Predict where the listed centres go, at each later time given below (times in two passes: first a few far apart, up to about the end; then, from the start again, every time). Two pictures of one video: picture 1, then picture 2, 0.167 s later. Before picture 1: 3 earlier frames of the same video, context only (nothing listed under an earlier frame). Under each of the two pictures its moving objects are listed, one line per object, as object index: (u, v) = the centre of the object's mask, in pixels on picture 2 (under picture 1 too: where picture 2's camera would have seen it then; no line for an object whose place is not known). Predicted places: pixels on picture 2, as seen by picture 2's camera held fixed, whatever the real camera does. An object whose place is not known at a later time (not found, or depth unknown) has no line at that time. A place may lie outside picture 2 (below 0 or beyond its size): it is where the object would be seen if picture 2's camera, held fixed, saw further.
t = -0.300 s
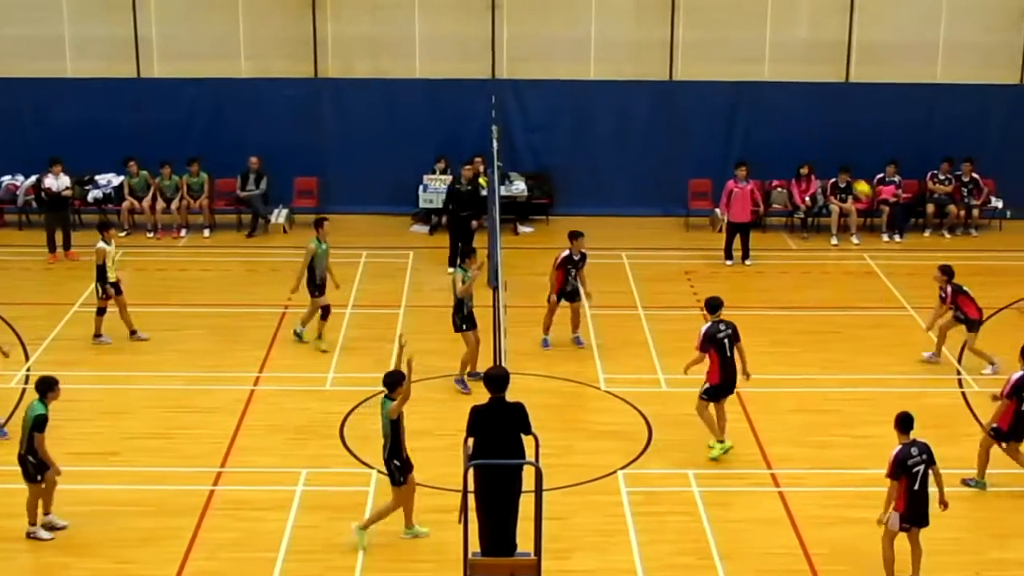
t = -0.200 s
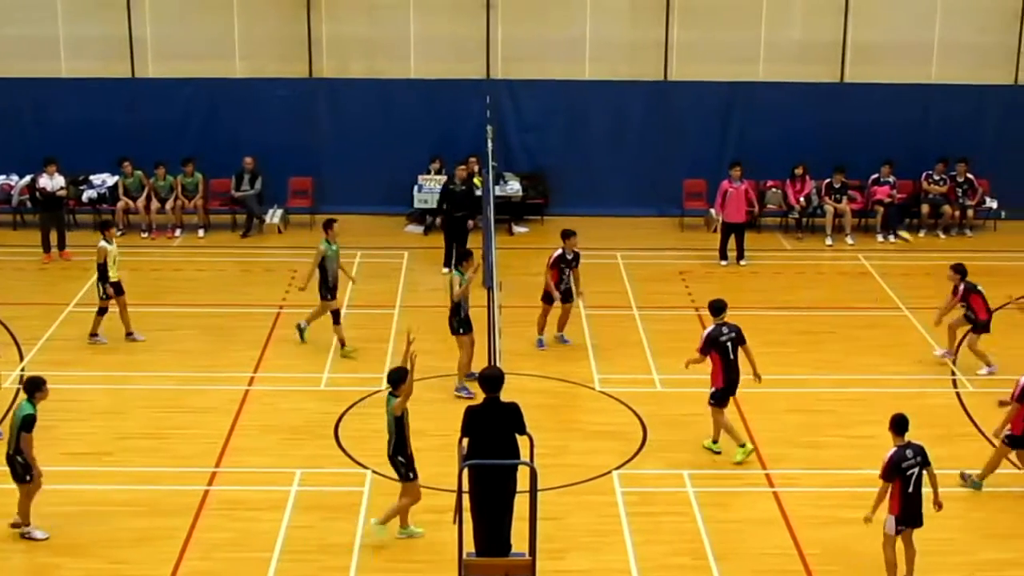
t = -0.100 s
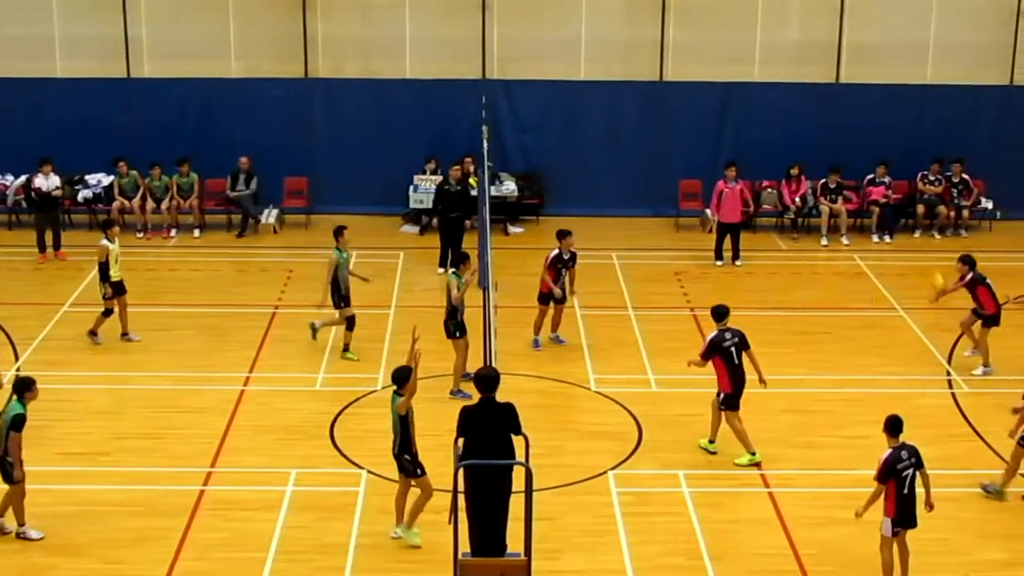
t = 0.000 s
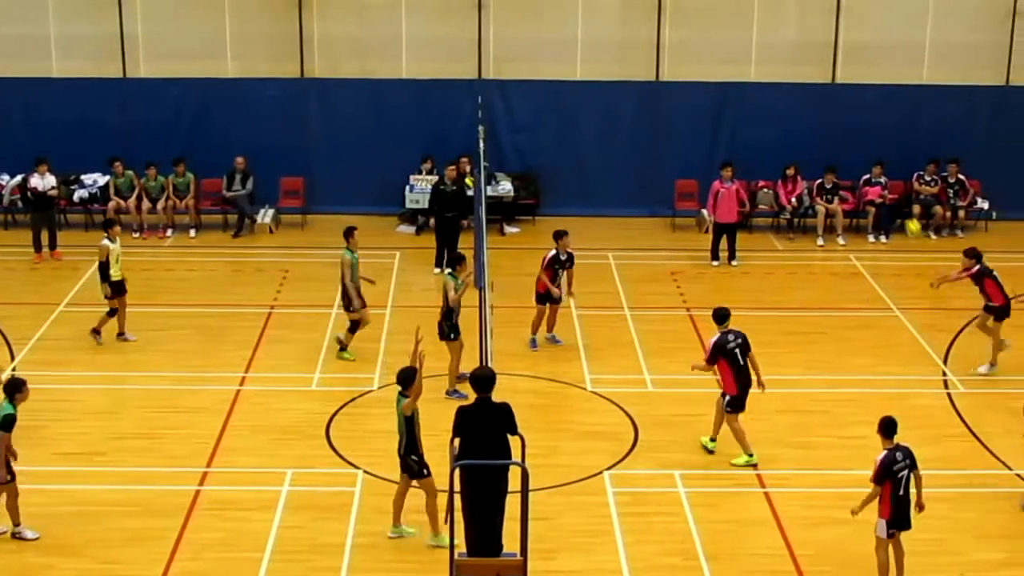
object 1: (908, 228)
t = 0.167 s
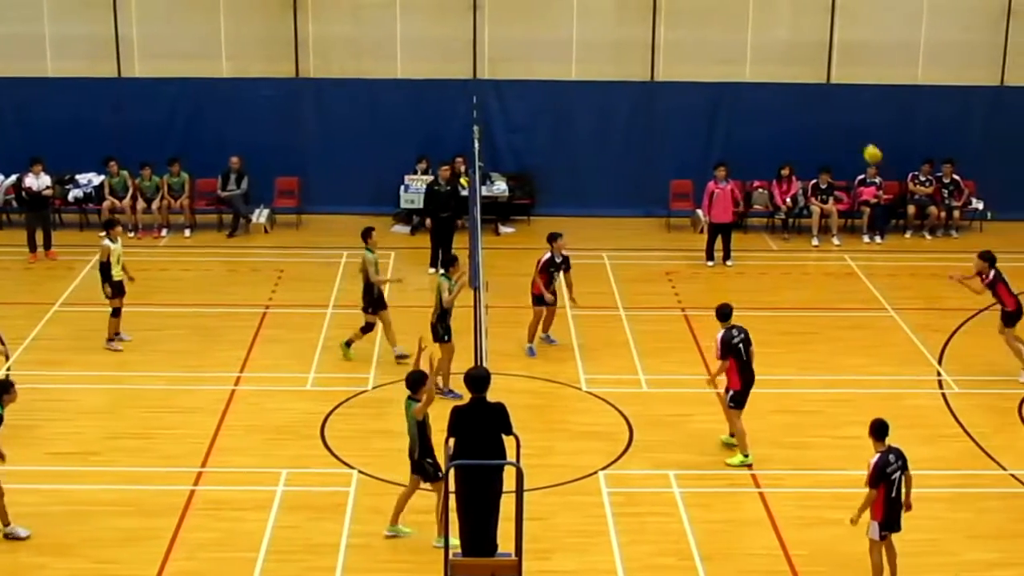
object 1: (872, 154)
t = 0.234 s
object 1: (857, 130)
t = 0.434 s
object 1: (814, 79)
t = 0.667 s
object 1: (759, 58)
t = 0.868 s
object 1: (713, 75)
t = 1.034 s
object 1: (675, 111)
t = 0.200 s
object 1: (865, 142)
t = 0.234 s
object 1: (857, 130)
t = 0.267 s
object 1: (851, 120)
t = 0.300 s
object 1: (844, 110)
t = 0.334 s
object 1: (836, 101)
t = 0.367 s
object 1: (829, 92)
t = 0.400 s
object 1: (821, 85)
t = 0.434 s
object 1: (814, 79)
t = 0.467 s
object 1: (805, 72)
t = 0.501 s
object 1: (798, 68)
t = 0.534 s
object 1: (791, 65)
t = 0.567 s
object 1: (783, 61)
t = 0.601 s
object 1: (775, 59)
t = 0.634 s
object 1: (768, 58)
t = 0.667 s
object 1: (759, 58)
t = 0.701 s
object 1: (752, 58)
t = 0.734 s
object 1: (744, 59)
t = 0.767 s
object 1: (736, 62)
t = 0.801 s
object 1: (729, 66)
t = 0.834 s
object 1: (721, 69)
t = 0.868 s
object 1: (713, 75)
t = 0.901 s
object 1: (706, 80)
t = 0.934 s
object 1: (698, 86)
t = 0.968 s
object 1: (691, 94)
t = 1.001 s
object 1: (682, 102)
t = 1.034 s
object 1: (675, 111)
